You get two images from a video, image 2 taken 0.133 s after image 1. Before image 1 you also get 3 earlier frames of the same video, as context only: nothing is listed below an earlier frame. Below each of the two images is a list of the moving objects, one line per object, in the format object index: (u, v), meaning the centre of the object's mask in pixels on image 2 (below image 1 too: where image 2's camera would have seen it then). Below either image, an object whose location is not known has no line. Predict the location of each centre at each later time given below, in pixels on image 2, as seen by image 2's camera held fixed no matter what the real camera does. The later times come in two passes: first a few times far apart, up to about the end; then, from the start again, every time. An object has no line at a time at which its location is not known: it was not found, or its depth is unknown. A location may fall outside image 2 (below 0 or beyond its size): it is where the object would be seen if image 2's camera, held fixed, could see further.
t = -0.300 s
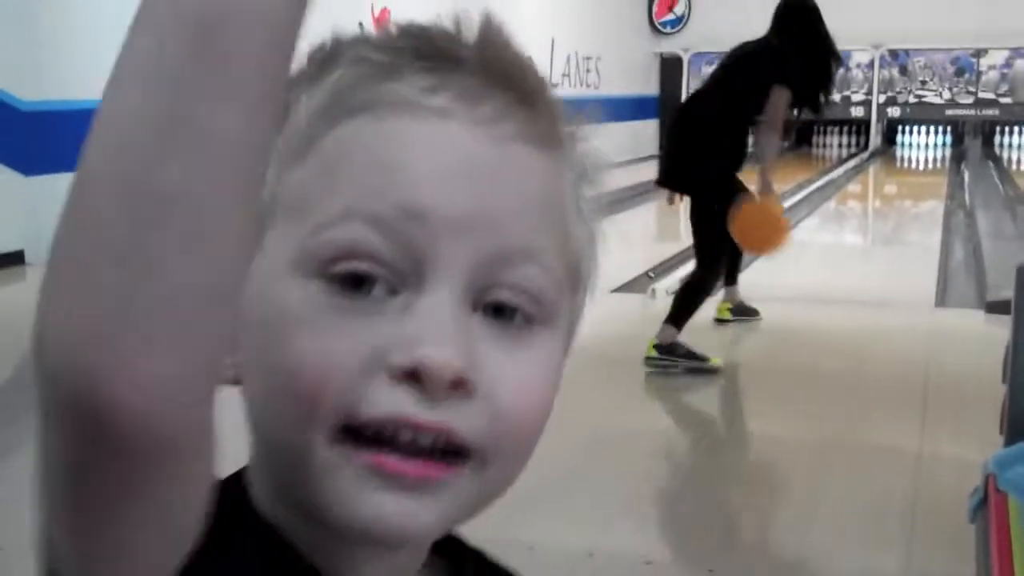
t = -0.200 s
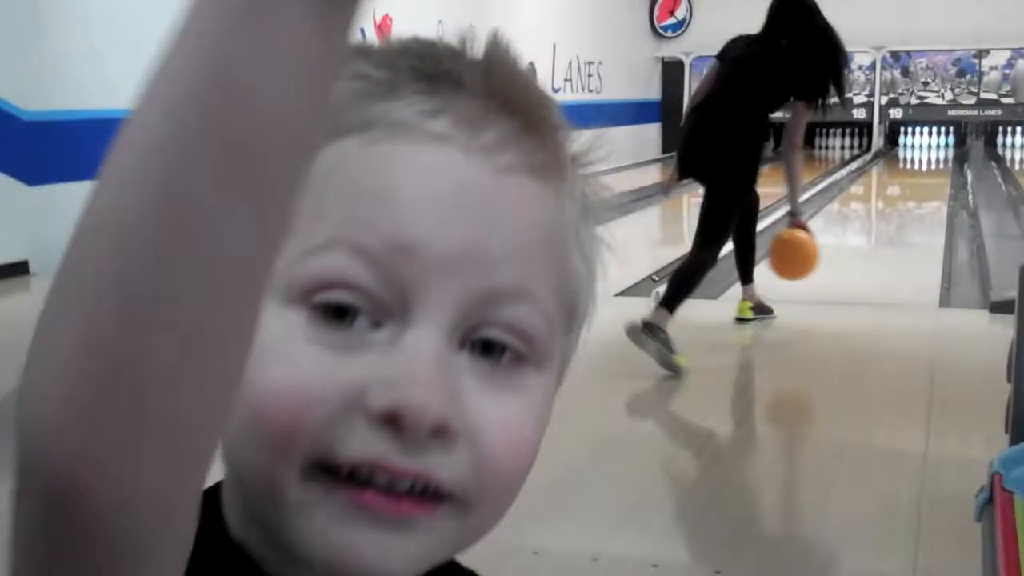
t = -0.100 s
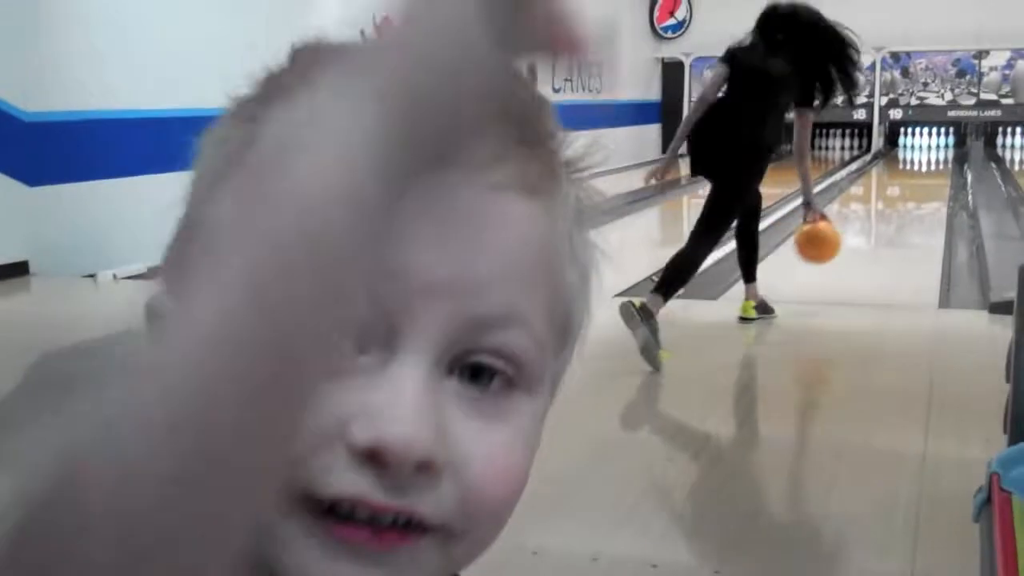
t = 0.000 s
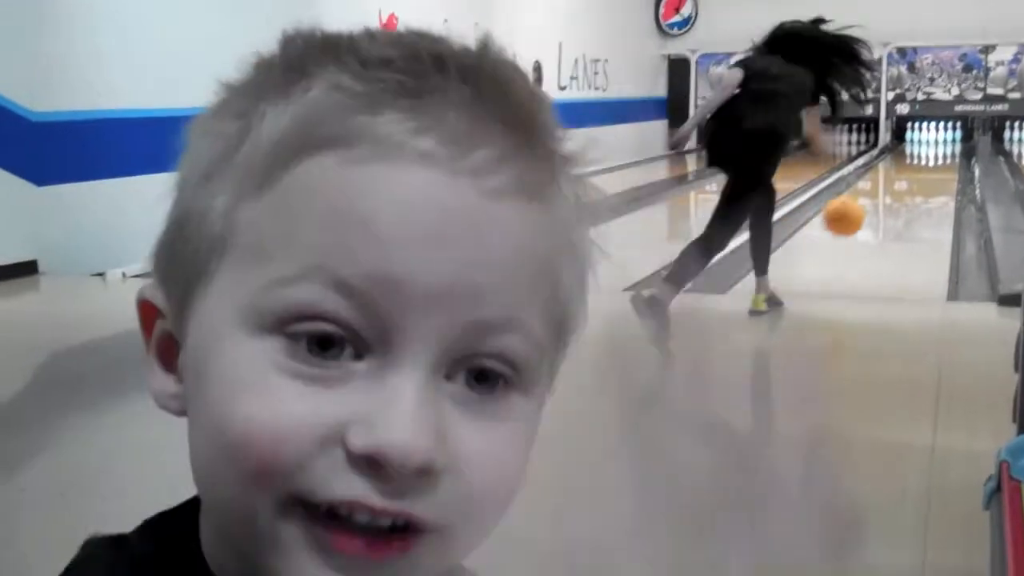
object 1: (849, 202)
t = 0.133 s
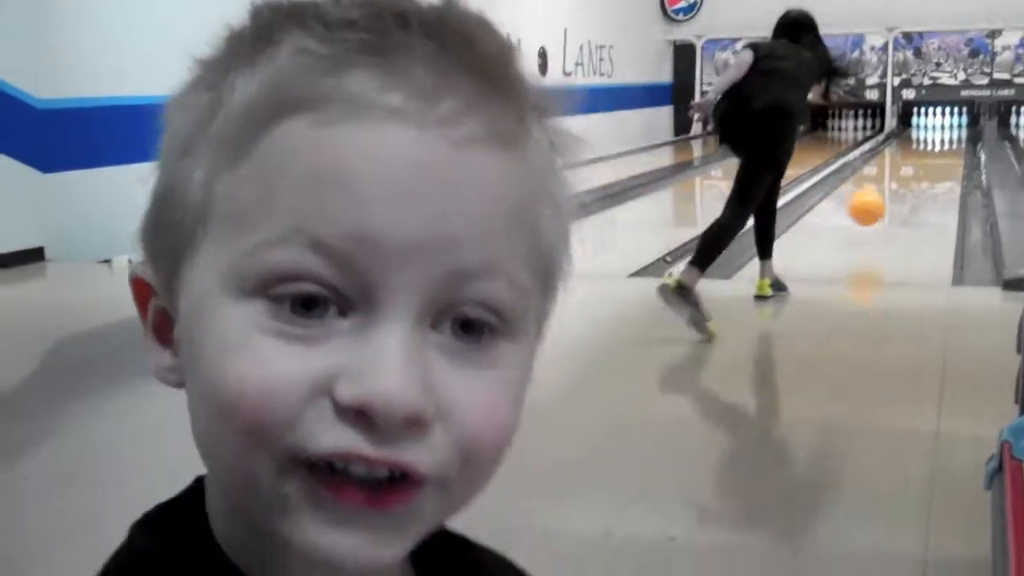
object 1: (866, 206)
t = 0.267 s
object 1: (879, 209)
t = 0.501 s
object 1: (899, 190)
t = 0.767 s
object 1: (912, 173)
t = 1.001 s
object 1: (922, 162)
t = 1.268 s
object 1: (932, 153)
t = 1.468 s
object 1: (939, 148)
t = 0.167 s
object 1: (870, 212)
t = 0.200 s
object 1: (872, 217)
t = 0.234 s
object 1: (876, 212)
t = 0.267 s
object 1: (879, 209)
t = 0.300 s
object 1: (882, 207)
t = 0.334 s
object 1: (885, 204)
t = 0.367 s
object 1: (888, 200)
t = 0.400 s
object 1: (890, 198)
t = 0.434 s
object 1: (894, 195)
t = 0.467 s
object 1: (896, 192)
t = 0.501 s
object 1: (899, 190)
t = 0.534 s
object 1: (901, 188)
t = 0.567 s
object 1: (902, 185)
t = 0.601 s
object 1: (905, 182)
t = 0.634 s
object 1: (907, 180)
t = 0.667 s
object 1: (907, 179)
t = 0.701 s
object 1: (908, 177)
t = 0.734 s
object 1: (910, 175)
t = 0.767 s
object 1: (912, 173)
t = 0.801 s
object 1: (912, 171)
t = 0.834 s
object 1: (914, 170)
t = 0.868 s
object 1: (917, 167)
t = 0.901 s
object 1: (919, 165)
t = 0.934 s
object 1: (921, 164)
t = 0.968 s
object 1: (921, 163)
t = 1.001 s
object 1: (922, 162)
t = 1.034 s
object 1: (924, 161)
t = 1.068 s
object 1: (925, 160)
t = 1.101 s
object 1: (927, 159)
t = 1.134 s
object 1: (928, 158)
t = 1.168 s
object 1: (928, 157)
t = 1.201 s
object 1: (930, 155)
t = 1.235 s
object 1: (931, 154)
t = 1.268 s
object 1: (932, 153)
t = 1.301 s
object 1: (933, 152)
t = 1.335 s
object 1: (934, 152)
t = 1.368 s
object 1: (935, 150)
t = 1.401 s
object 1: (936, 149)
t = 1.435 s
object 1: (938, 148)
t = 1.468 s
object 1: (939, 148)
